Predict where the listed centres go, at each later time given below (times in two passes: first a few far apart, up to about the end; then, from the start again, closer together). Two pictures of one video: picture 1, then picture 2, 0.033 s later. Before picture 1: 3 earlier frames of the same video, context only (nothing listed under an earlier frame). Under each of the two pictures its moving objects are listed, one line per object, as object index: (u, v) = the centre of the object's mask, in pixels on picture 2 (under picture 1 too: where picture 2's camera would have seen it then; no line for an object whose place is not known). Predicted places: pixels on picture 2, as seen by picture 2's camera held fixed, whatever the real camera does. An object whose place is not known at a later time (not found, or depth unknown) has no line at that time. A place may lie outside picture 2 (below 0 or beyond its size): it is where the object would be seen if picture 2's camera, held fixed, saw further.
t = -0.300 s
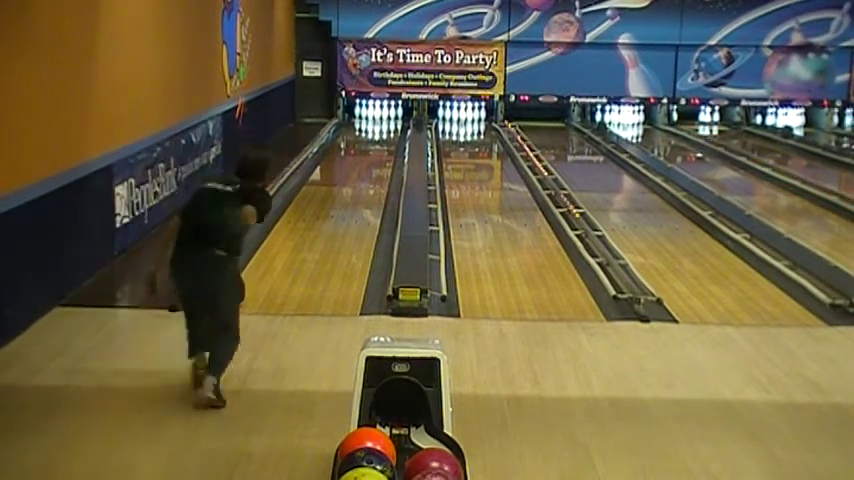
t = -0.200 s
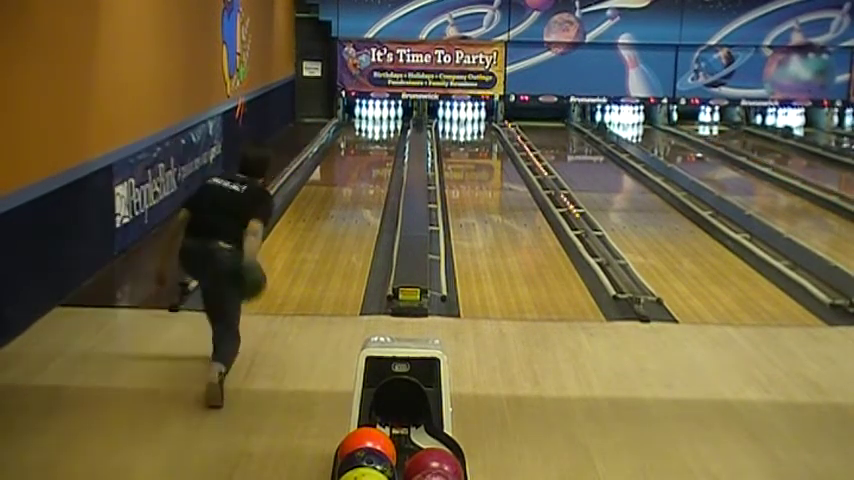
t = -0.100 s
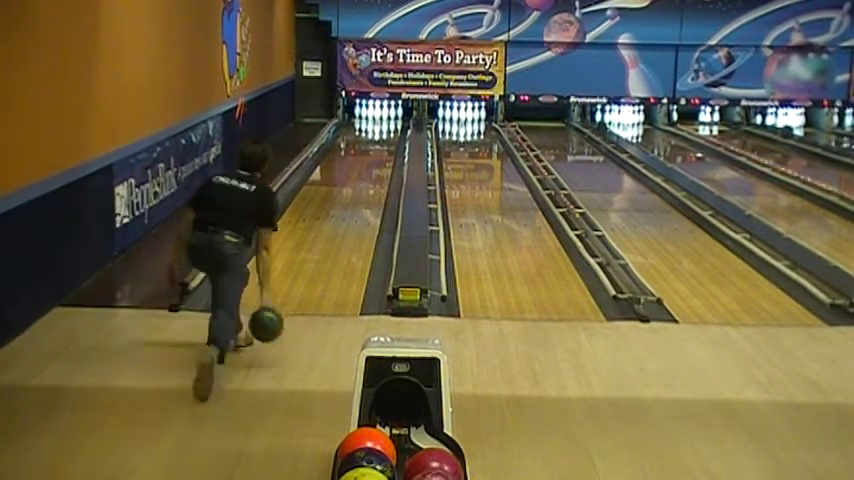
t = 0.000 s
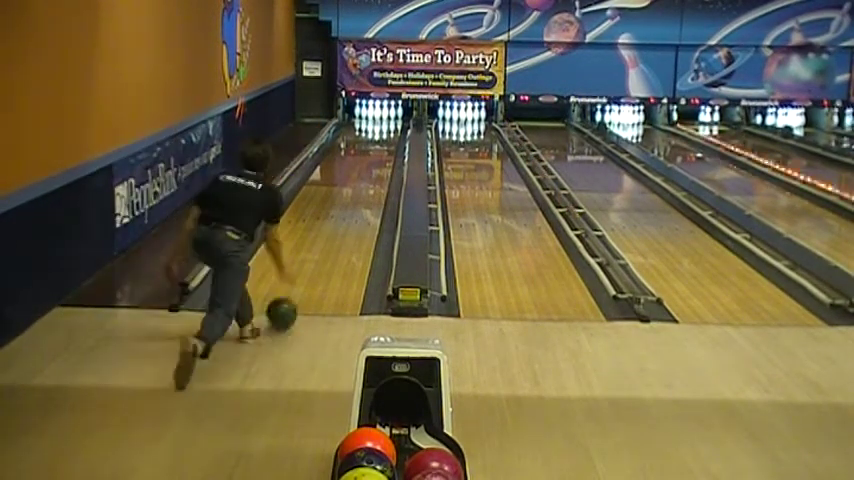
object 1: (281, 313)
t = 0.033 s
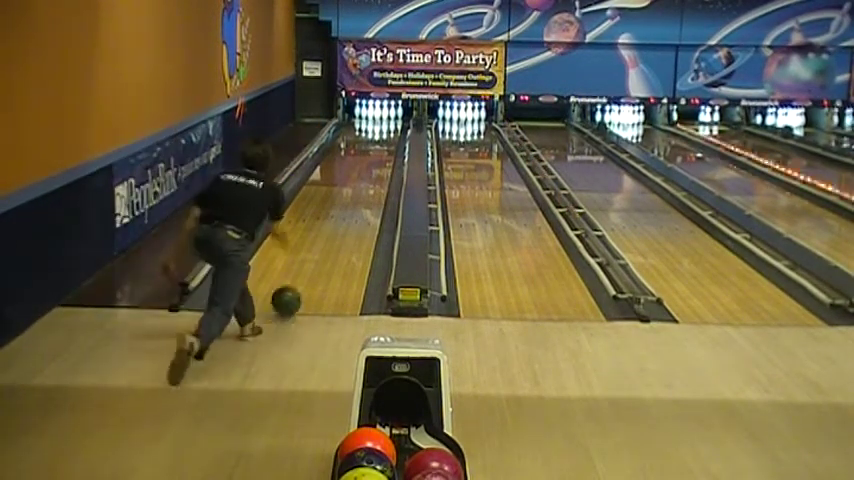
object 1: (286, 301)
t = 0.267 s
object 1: (309, 250)
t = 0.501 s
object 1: (324, 213)
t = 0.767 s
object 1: (336, 183)
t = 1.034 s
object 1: (344, 162)
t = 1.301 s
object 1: (350, 147)
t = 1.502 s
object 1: (355, 135)
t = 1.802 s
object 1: (360, 123)
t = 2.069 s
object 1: (363, 116)
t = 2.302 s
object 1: (351, 113)
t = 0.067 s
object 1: (290, 291)
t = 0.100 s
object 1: (294, 283)
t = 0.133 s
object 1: (297, 278)
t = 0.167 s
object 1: (300, 270)
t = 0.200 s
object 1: (303, 263)
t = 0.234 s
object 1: (306, 256)
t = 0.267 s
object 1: (309, 250)
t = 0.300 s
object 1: (311, 244)
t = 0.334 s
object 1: (314, 238)
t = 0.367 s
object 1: (316, 233)
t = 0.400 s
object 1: (318, 227)
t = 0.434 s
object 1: (320, 223)
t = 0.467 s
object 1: (322, 218)
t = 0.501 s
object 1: (324, 213)
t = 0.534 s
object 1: (326, 209)
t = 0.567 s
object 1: (327, 205)
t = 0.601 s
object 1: (329, 201)
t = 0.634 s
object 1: (330, 197)
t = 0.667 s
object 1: (332, 193)
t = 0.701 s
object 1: (334, 190)
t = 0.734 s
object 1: (335, 187)
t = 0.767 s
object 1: (336, 183)
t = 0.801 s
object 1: (337, 181)
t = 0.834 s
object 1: (339, 177)
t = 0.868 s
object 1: (340, 174)
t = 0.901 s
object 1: (341, 171)
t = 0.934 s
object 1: (342, 168)
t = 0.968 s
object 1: (343, 166)
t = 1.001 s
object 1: (343, 164)
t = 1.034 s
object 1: (344, 162)
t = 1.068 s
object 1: (345, 158)
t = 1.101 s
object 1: (346, 156)
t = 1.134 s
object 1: (347, 154)
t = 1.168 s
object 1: (348, 152)
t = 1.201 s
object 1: (349, 150)
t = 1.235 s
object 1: (350, 149)
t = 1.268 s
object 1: (349, 147)
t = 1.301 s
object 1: (350, 147)
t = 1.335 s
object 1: (350, 145)
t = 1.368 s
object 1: (351, 143)
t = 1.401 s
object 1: (352, 141)
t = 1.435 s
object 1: (354, 138)
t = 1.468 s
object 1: (355, 136)
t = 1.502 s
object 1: (355, 135)
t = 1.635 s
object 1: (357, 128)
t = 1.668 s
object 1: (358, 127)
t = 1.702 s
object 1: (359, 126)
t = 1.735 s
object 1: (358, 125)
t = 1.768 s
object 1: (359, 123)
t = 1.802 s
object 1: (360, 123)
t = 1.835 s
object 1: (361, 121)
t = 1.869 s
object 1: (361, 120)
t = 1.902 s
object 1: (362, 119)
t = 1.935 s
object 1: (362, 118)
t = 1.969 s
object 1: (362, 118)
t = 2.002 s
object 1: (363, 116)
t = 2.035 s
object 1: (363, 116)
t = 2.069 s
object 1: (363, 116)
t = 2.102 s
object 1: (362, 114)
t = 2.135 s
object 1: (360, 113)
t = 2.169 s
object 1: (358, 113)
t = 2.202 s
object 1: (355, 111)
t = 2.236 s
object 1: (353, 111)
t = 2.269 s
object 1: (352, 110)
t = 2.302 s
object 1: (351, 113)
